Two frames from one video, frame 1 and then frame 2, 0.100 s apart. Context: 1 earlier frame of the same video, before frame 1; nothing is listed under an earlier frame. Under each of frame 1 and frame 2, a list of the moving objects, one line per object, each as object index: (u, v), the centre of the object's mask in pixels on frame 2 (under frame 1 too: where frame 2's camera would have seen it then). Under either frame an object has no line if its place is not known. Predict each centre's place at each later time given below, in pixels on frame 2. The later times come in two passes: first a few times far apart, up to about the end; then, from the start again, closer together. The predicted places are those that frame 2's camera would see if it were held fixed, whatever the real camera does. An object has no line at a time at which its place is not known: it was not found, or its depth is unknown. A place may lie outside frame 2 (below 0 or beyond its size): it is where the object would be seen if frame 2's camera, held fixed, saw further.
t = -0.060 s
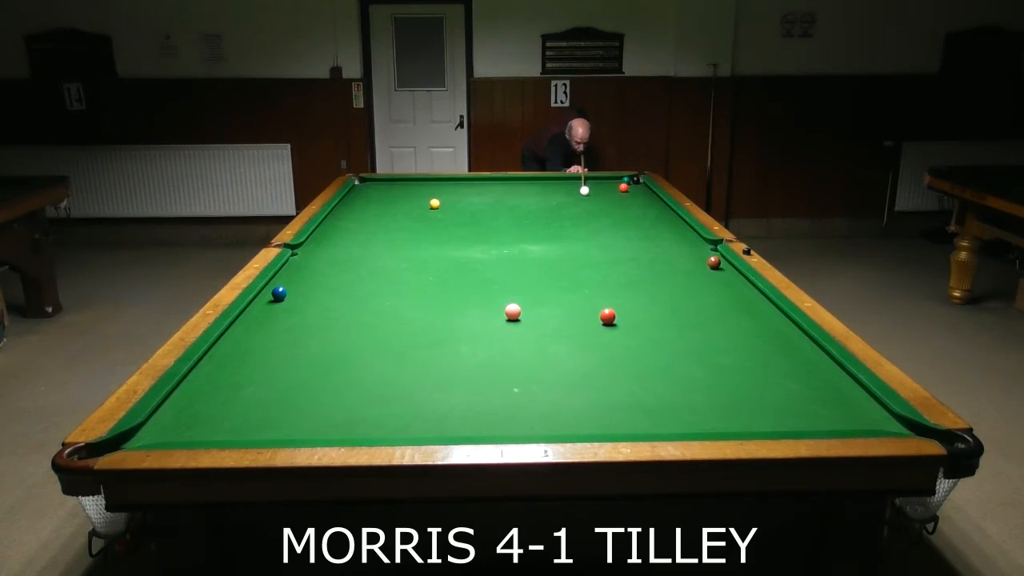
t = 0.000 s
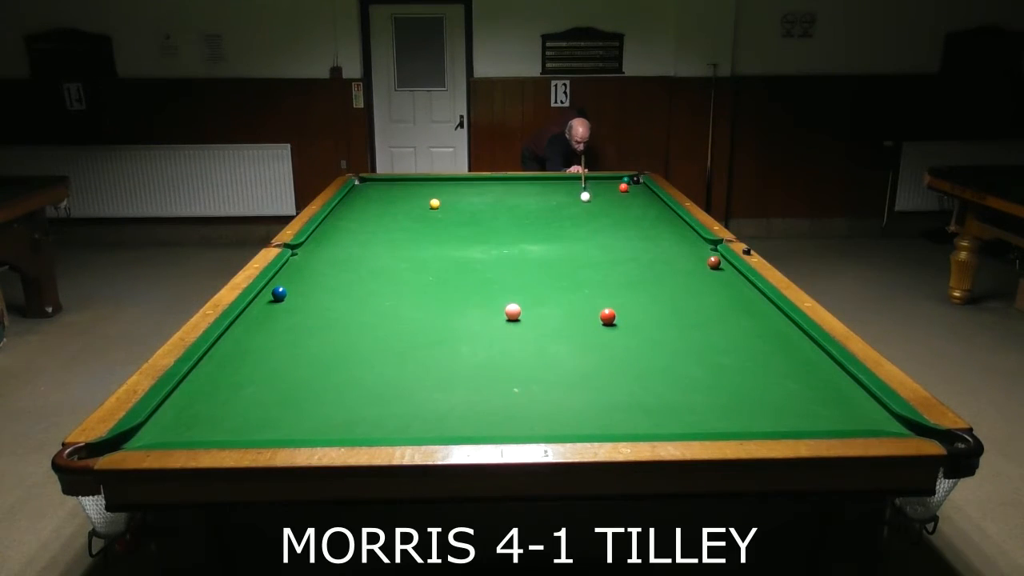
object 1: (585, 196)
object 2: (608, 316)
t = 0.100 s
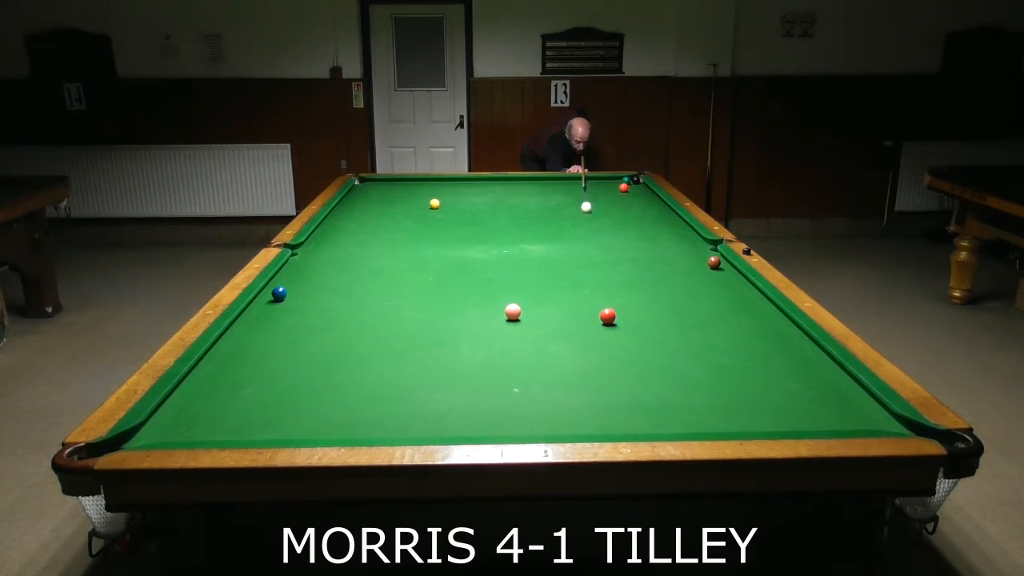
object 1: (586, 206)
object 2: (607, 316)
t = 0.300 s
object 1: (588, 231)
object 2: (607, 316)
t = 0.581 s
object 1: (593, 279)
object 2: (607, 316)
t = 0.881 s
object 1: (536, 335)
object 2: (677, 342)
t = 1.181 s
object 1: (417, 401)
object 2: (800, 390)
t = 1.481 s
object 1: (312, 398)
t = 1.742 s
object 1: (261, 359)
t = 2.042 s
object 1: (253, 324)
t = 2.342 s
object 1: (318, 297)
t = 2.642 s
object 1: (370, 276)
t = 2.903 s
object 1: (407, 260)
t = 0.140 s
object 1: (586, 211)
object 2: (607, 316)
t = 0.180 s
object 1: (587, 216)
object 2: (607, 316)
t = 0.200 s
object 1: (587, 218)
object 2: (607, 316)
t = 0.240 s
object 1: (588, 223)
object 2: (607, 316)
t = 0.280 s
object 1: (588, 228)
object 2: (607, 316)
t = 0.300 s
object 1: (588, 231)
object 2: (607, 316)
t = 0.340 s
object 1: (589, 237)
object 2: (607, 316)
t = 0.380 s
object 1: (589, 243)
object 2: (607, 316)
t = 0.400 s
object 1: (590, 246)
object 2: (607, 316)
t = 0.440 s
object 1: (590, 252)
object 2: (607, 316)
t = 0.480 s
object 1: (591, 259)
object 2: (607, 316)
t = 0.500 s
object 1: (591, 263)
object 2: (607, 316)
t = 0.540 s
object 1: (592, 271)
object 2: (607, 316)
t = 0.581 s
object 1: (593, 279)
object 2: (607, 316)
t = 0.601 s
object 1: (594, 283)
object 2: (607, 316)
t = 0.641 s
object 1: (594, 292)
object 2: (607, 316)
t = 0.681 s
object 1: (595, 302)
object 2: (607, 316)
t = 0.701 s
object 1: (595, 307)
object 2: (607, 316)
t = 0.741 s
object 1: (586, 314)
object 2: (619, 320)
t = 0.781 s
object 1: (571, 319)
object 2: (636, 327)
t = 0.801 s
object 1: (564, 323)
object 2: (644, 330)
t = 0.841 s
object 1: (550, 329)
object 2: (661, 336)
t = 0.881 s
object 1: (536, 335)
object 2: (677, 342)
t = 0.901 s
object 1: (530, 339)
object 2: (685, 346)
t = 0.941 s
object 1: (516, 347)
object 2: (701, 352)
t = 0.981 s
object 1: (501, 354)
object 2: (715, 358)
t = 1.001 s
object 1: (494, 359)
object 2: (724, 361)
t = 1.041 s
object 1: (478, 367)
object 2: (739, 367)
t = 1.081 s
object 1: (462, 376)
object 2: (756, 373)
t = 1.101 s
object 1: (453, 381)
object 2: (765, 376)
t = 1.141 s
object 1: (436, 391)
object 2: (782, 383)
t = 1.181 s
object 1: (417, 401)
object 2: (800, 390)
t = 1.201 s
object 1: (408, 406)
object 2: (809, 394)
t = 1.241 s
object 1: (388, 417)
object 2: (828, 401)
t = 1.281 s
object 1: (367, 426)
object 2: (848, 409)
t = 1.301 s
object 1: (356, 430)
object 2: (858, 413)
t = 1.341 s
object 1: (344, 426)
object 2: (879, 419)
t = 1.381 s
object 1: (335, 418)
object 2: (901, 425)
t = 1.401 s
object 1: (330, 414)
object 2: (912, 429)
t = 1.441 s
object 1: (321, 406)
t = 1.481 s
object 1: (312, 398)
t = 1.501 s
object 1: (308, 395)
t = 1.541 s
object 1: (299, 389)
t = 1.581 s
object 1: (291, 382)
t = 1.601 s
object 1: (287, 379)
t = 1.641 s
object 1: (279, 373)
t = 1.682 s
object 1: (272, 367)
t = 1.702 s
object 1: (268, 364)
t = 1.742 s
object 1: (261, 359)
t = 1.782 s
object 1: (255, 354)
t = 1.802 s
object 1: (251, 351)
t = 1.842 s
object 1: (245, 346)
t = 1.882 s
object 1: (239, 342)
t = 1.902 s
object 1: (236, 339)
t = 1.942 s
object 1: (230, 334)
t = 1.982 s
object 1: (238, 330)
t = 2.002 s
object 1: (244, 328)
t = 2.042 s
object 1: (253, 324)
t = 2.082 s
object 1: (263, 320)
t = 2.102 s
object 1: (267, 318)
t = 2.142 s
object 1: (277, 314)
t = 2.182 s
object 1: (286, 310)
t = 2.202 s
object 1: (290, 309)
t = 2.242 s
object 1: (298, 306)
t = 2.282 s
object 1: (306, 302)
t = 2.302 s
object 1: (310, 301)
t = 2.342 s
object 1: (318, 297)
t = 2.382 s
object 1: (325, 294)
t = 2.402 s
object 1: (329, 293)
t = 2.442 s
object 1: (336, 290)
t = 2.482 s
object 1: (343, 287)
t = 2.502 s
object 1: (347, 285)
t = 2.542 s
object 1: (353, 283)
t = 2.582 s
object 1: (360, 280)
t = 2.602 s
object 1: (364, 279)
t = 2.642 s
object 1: (370, 276)
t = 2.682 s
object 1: (376, 274)
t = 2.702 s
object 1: (379, 272)
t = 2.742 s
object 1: (385, 270)
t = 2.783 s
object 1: (391, 267)
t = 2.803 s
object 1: (394, 266)
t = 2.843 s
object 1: (399, 264)
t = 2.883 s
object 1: (405, 262)
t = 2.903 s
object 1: (407, 260)
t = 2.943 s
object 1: (413, 258)
